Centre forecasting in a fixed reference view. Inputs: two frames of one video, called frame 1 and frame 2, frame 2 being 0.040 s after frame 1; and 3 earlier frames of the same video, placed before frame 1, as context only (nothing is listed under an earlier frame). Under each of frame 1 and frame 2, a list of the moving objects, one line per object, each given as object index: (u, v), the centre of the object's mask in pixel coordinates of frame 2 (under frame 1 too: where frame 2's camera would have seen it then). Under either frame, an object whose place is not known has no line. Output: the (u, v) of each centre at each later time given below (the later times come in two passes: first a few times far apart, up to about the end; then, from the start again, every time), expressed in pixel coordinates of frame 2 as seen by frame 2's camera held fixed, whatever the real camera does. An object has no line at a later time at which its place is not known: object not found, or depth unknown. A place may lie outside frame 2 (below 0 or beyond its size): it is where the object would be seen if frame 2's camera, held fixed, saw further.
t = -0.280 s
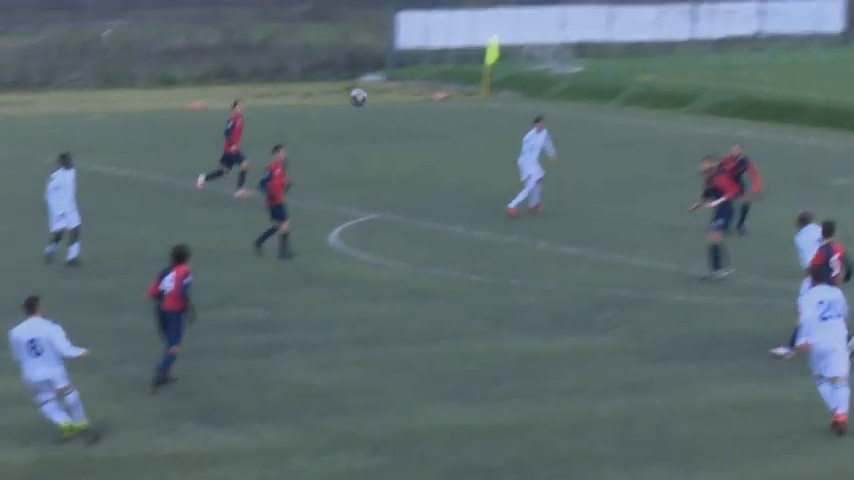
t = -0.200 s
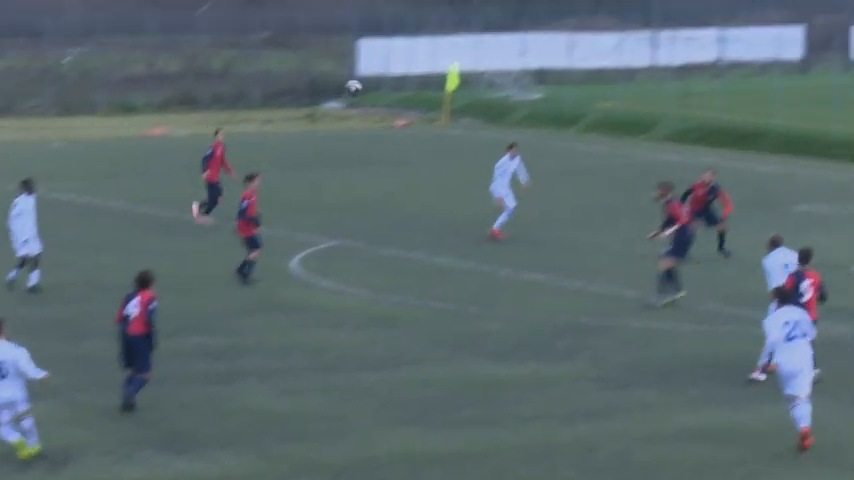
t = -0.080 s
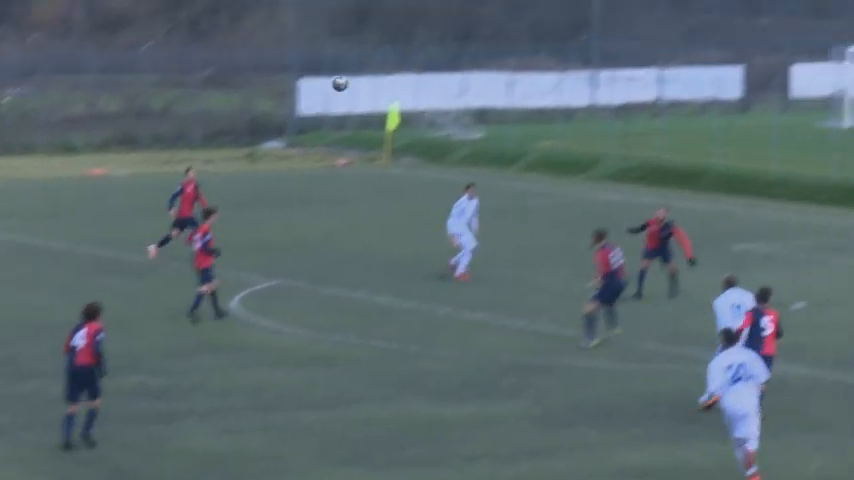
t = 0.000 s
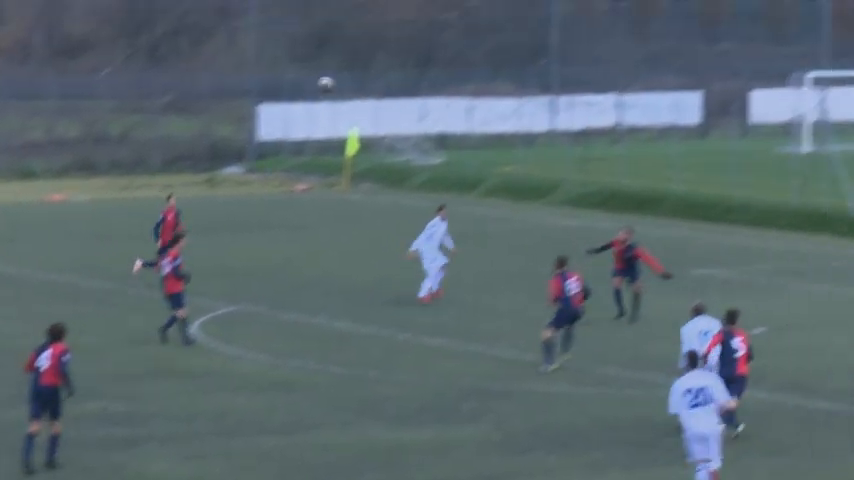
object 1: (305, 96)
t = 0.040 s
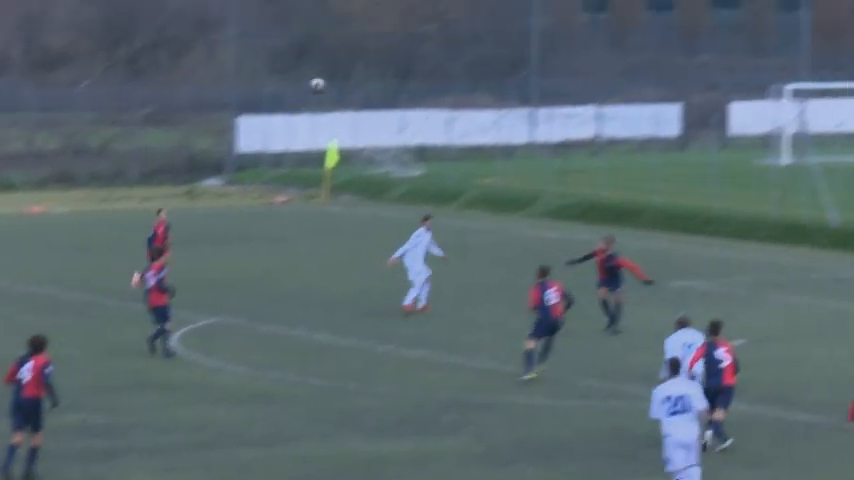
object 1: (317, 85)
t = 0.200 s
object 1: (359, 53)
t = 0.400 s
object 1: (401, 31)
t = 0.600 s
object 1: (432, 29)
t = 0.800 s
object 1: (455, 43)
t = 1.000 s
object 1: (473, 74)
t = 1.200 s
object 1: (486, 117)
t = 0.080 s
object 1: (328, 75)
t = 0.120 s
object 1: (340, 66)
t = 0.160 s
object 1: (349, 59)
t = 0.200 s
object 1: (359, 53)
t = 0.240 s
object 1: (368, 47)
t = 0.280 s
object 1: (377, 42)
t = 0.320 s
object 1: (385, 37)
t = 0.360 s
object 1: (393, 34)
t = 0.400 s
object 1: (401, 31)
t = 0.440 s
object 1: (407, 31)
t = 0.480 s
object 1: (414, 29)
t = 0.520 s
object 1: (420, 28)
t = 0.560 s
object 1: (426, 29)
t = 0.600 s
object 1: (432, 29)
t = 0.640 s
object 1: (437, 31)
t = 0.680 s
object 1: (442, 32)
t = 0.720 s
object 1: (447, 36)
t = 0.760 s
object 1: (451, 39)
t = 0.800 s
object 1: (455, 43)
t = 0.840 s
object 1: (459, 47)
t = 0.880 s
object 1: (462, 53)
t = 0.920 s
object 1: (466, 59)
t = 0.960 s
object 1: (469, 66)
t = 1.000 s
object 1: (473, 74)
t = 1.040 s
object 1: (475, 80)
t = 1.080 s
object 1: (478, 90)
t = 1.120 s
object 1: (482, 98)
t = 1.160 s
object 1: (484, 107)
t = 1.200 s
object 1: (486, 117)
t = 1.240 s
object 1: (488, 128)
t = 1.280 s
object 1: (490, 138)
